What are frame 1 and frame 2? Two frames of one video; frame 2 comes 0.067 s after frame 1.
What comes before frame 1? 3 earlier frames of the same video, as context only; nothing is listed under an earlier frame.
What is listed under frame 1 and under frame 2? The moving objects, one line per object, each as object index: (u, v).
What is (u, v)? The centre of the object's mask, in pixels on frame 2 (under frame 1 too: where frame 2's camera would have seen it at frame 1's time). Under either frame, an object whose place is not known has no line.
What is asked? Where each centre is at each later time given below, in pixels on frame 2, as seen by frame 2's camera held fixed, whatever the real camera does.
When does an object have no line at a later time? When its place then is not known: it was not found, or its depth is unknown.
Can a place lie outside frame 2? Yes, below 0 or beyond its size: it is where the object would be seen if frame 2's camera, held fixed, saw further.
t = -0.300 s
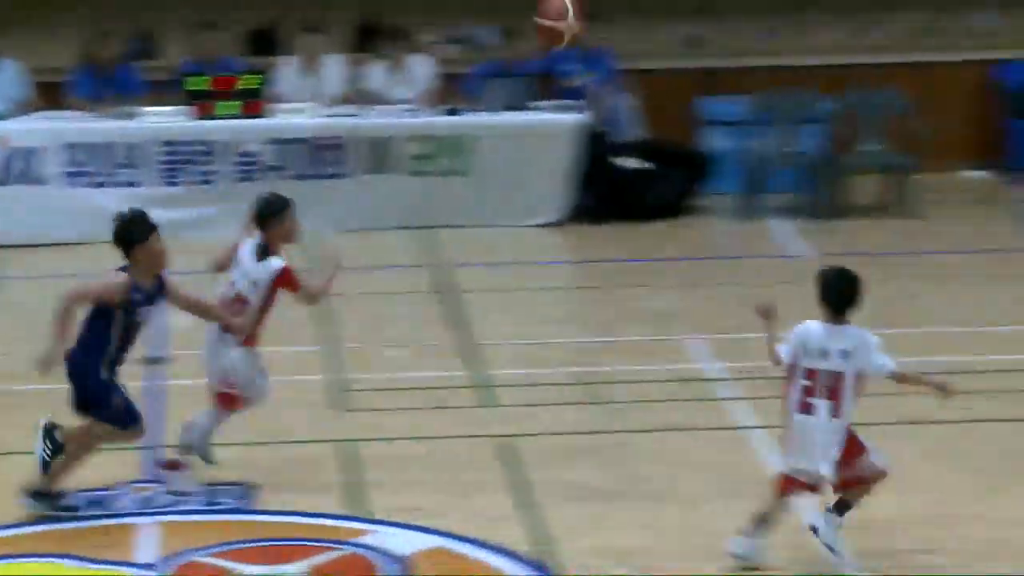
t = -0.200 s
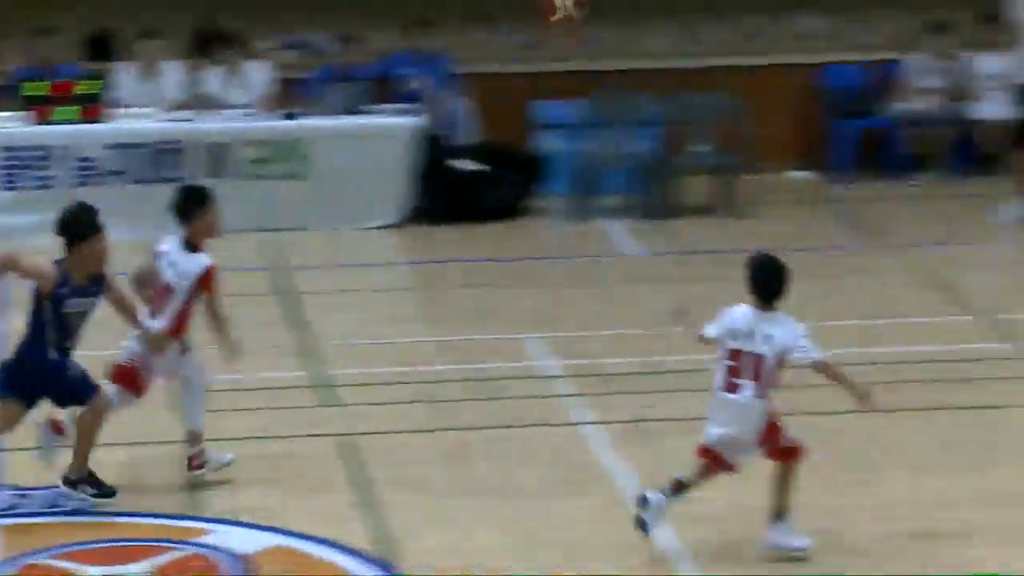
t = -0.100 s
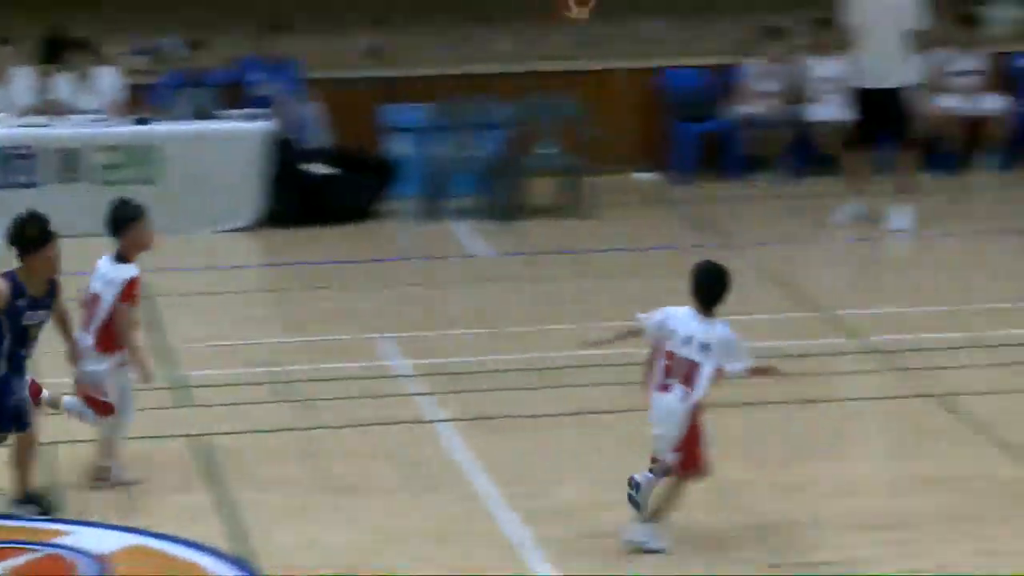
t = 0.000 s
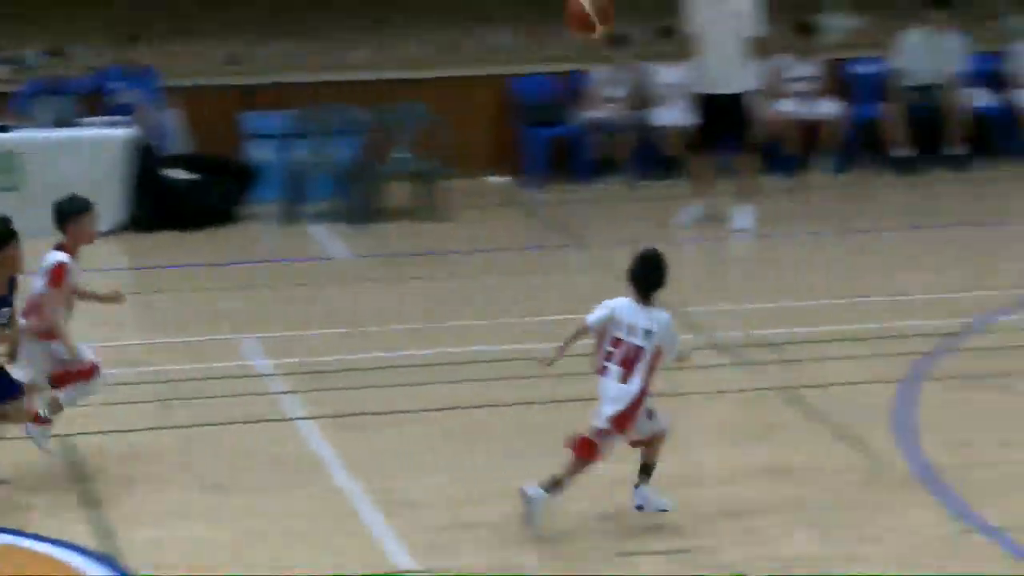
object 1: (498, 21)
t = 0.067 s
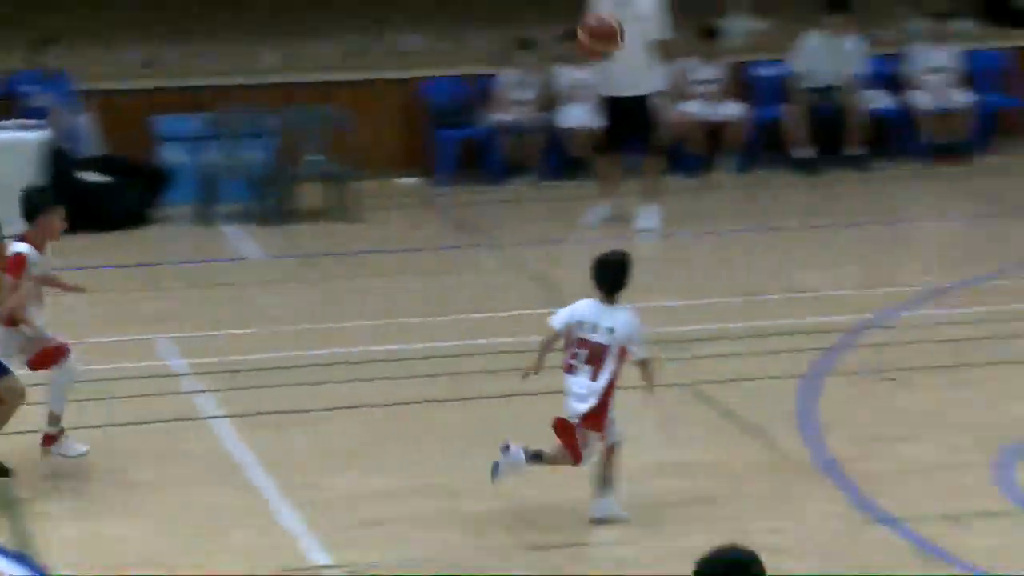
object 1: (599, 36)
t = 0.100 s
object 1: (651, 48)
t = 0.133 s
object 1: (700, 59)
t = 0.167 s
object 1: (750, 78)
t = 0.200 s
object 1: (800, 97)
